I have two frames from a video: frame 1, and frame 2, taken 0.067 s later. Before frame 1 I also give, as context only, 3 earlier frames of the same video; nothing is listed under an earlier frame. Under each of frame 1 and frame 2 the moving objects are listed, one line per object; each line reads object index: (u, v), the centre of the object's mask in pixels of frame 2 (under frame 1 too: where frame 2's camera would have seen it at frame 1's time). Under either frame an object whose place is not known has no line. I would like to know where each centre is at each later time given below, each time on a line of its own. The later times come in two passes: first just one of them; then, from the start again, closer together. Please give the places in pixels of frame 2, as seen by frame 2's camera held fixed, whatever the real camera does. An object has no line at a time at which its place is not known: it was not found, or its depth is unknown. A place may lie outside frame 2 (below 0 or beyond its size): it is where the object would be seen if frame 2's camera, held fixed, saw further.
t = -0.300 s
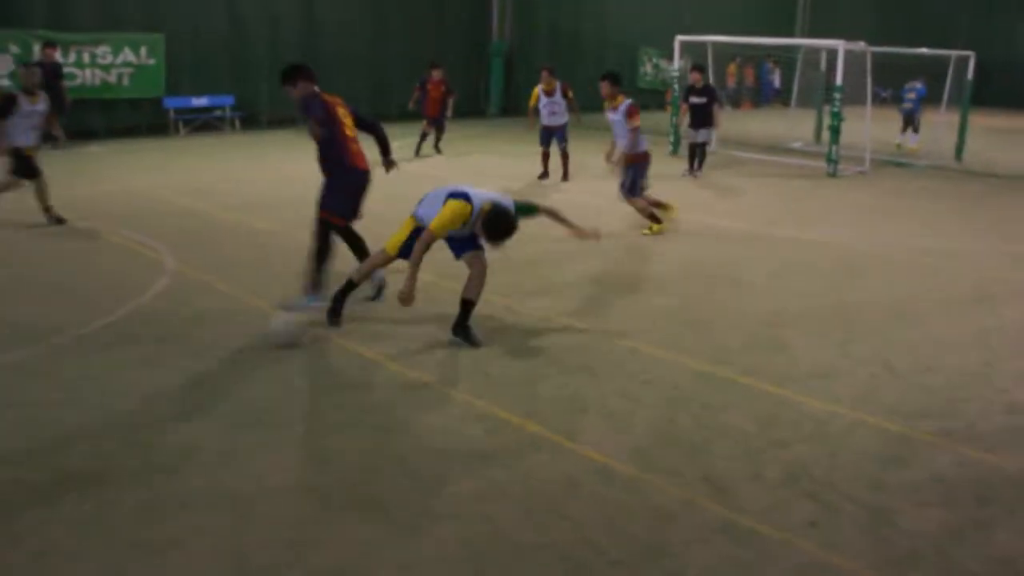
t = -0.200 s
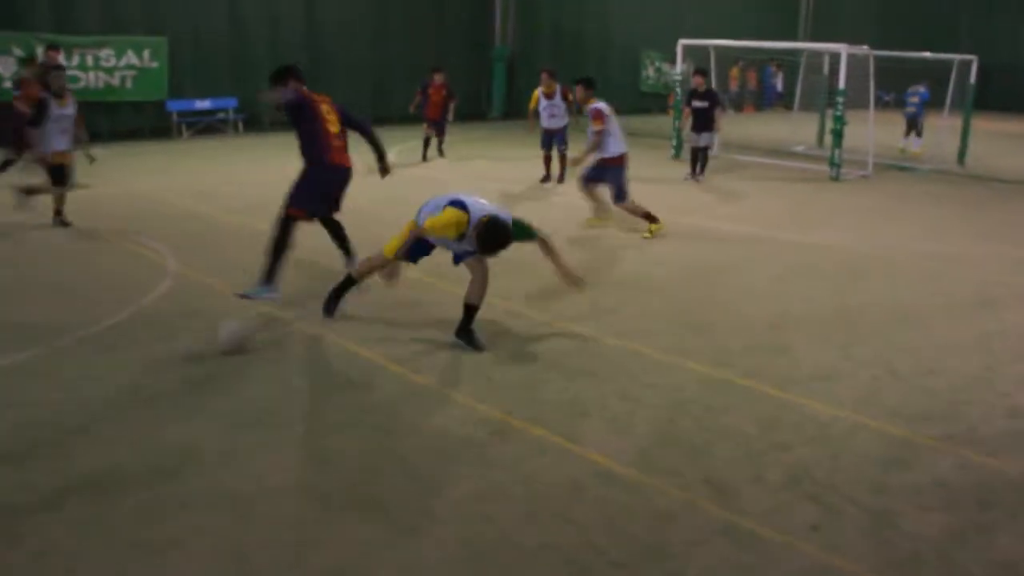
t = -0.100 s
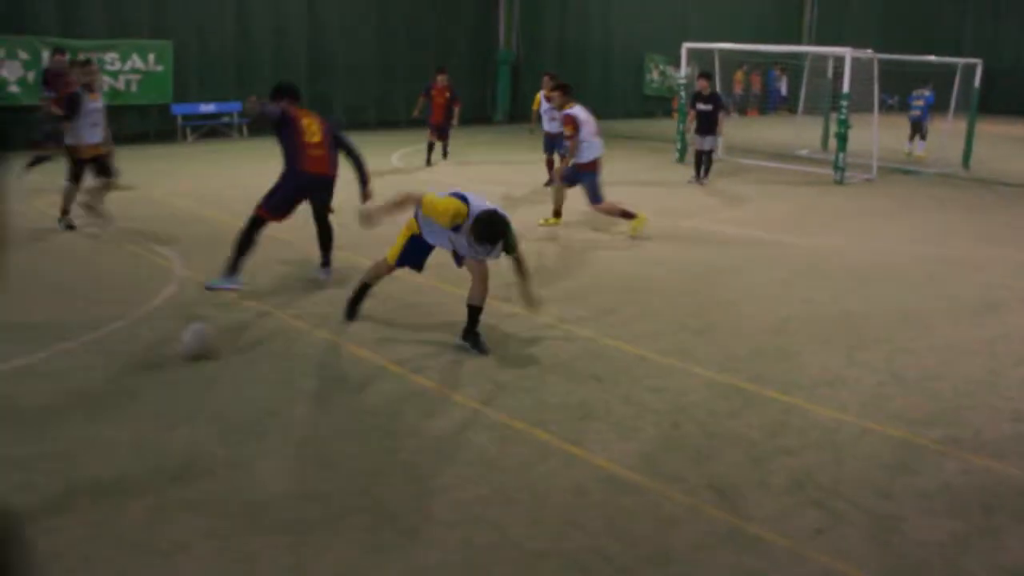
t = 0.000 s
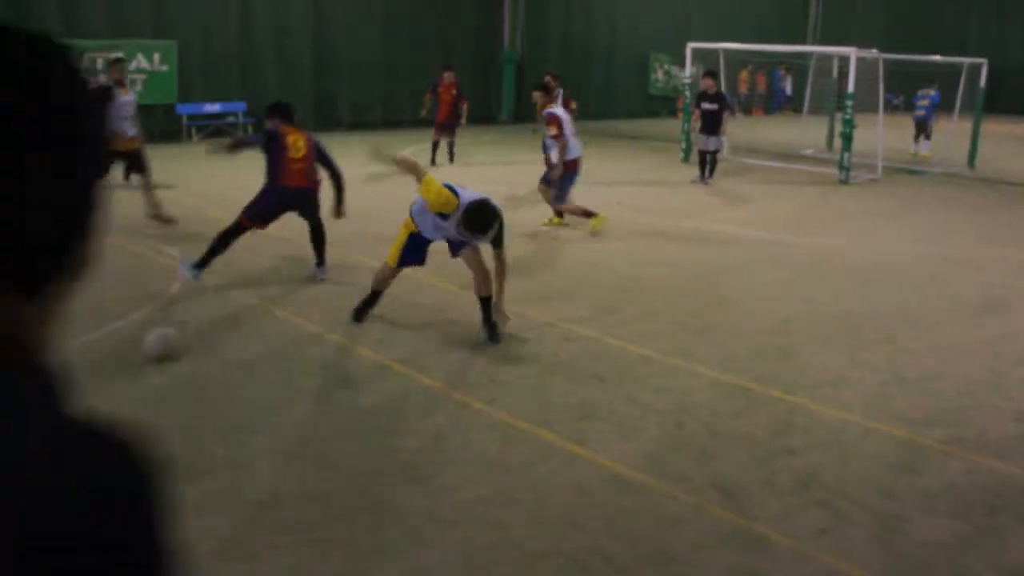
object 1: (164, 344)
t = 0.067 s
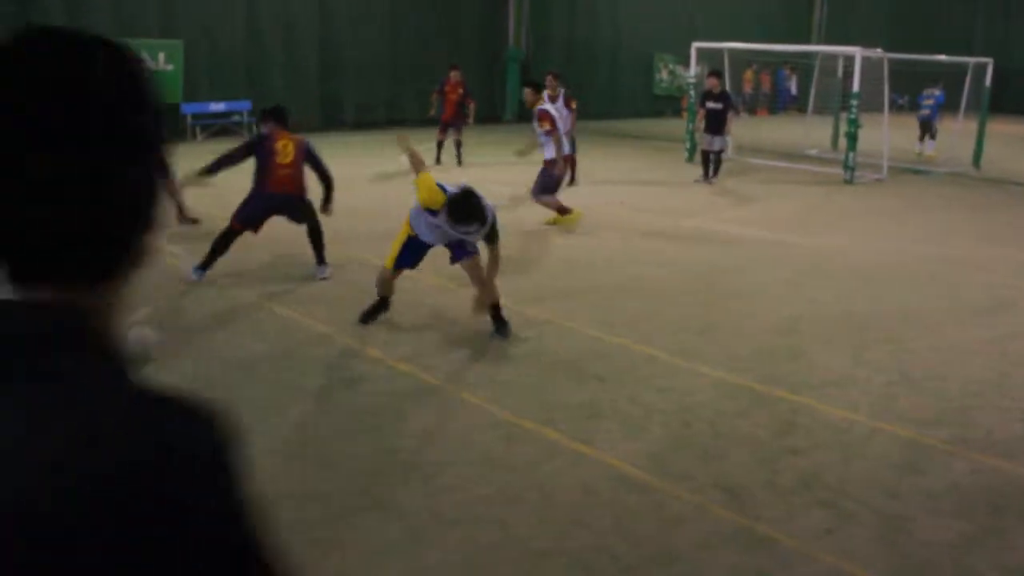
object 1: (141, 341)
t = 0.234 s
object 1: (71, 338)
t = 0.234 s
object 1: (71, 338)
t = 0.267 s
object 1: (63, 345)
